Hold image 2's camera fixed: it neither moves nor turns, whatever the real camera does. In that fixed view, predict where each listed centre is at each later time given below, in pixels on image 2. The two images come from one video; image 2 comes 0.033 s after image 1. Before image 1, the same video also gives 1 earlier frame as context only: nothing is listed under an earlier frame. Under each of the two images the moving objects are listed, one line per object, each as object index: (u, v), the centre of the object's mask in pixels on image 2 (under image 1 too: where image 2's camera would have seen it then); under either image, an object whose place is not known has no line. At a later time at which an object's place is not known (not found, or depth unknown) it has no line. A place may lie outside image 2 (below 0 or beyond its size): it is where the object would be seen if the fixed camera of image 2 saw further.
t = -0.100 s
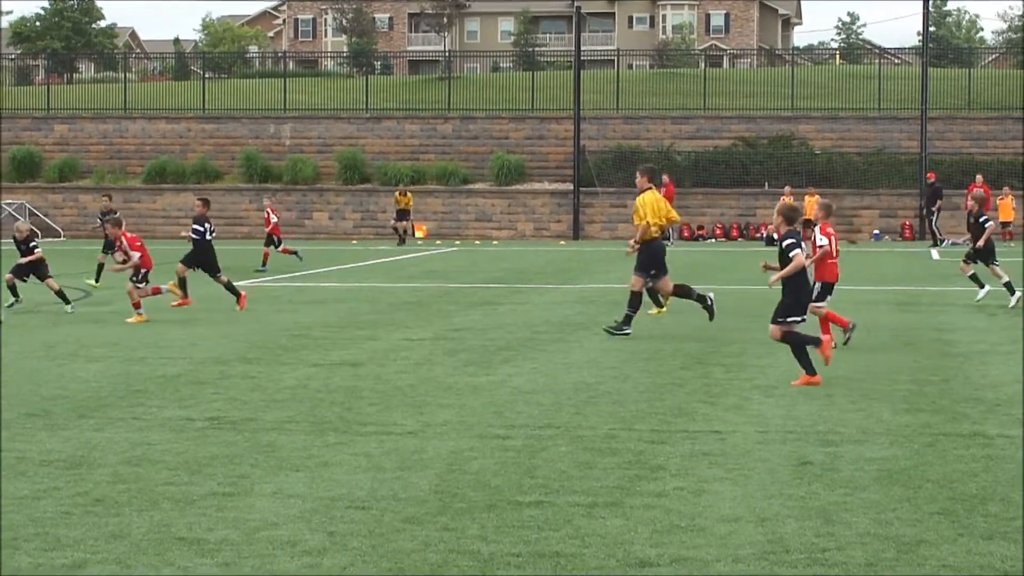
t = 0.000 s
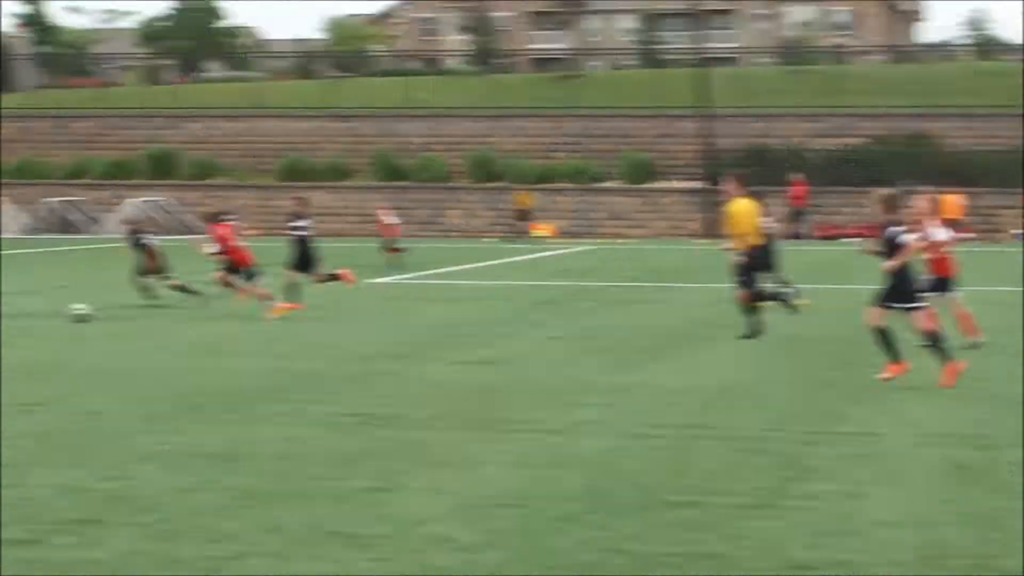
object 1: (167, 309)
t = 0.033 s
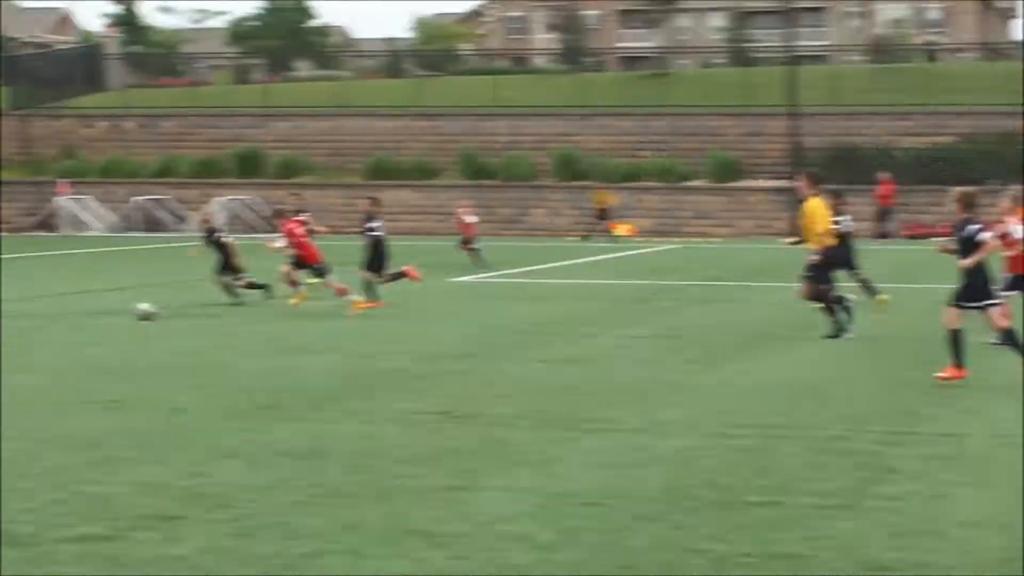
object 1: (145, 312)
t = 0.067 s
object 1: (124, 311)
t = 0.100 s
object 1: (106, 311)
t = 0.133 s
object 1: (85, 312)
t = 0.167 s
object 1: (68, 313)
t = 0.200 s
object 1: (50, 315)
